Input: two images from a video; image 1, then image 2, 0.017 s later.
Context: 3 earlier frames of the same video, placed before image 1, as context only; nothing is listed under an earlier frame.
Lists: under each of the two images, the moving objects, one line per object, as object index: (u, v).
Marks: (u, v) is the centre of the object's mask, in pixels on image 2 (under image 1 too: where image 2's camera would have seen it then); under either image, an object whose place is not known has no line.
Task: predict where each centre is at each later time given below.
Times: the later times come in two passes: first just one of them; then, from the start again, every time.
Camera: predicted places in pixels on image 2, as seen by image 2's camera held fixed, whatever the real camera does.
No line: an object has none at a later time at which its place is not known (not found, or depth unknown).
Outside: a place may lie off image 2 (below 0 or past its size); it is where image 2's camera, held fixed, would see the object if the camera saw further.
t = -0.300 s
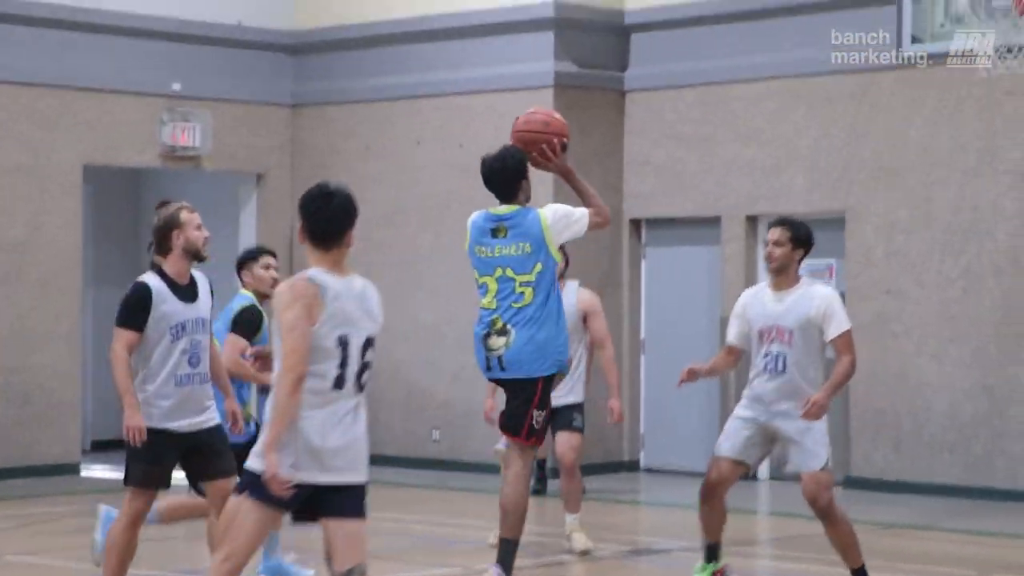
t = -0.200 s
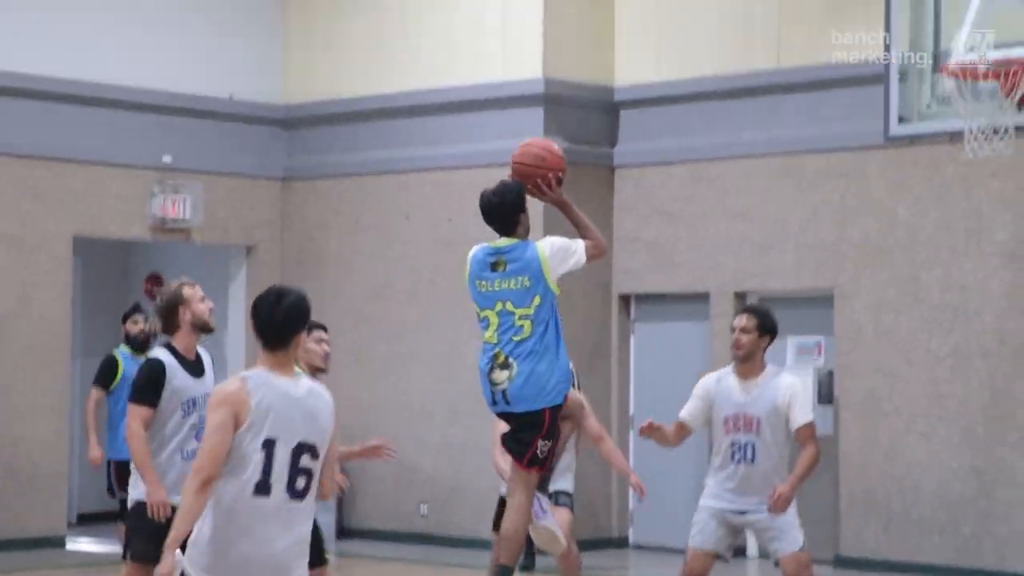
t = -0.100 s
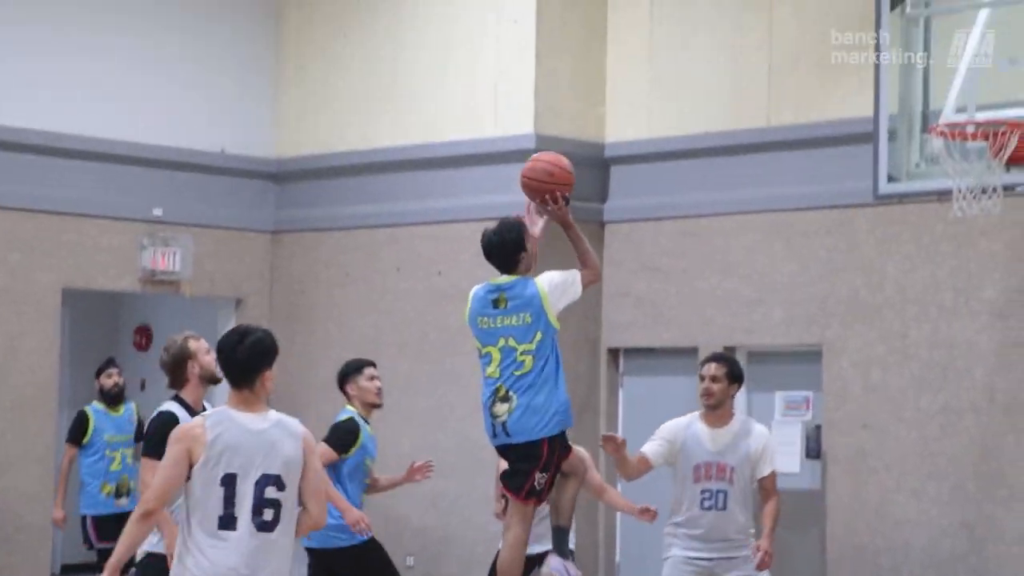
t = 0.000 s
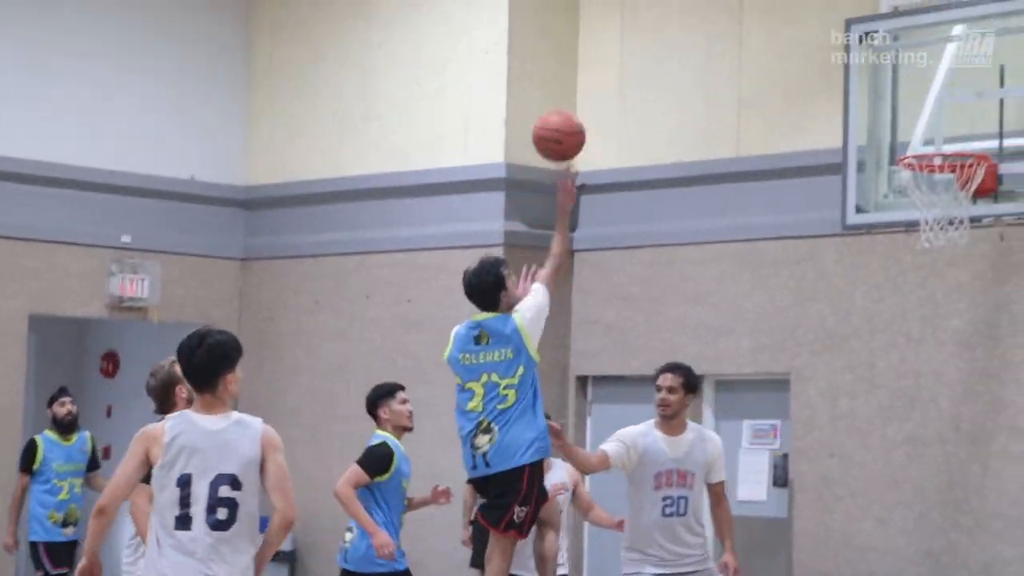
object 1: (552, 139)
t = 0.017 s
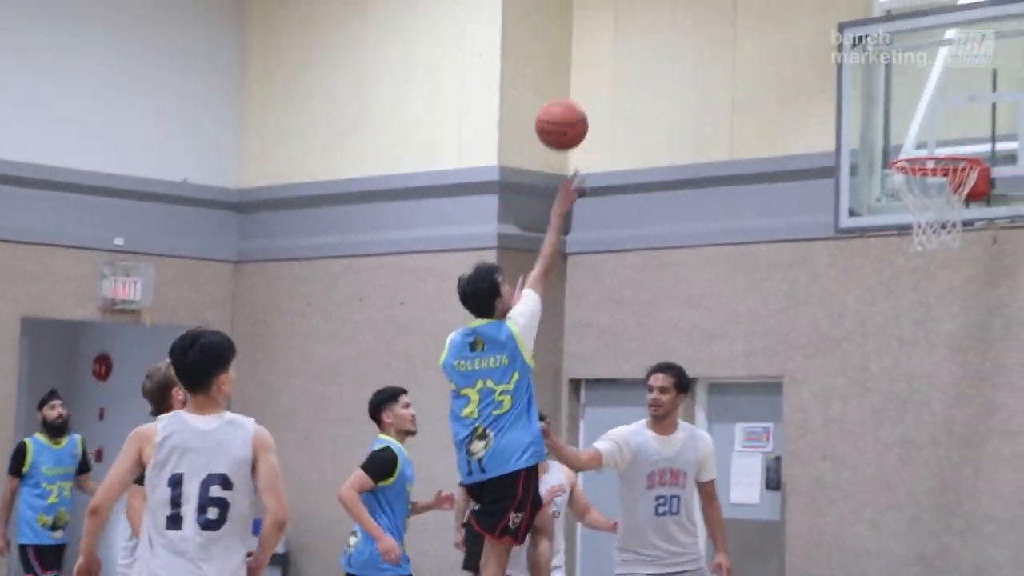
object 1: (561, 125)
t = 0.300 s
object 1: (710, -16)
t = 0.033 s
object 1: (570, 111)
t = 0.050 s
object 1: (580, 98)
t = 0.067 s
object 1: (589, 86)
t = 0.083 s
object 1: (598, 75)
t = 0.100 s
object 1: (607, 64)
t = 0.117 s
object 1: (616, 53)
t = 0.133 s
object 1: (625, 44)
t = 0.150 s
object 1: (634, 35)
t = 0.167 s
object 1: (642, 27)
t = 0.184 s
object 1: (651, 19)
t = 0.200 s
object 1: (660, 13)
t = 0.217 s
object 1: (668, 6)
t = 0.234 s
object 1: (677, 0)
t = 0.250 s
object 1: (685, -5)
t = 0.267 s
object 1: (693, -10)
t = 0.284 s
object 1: (702, -13)
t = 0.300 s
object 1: (710, -16)
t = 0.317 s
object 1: (718, -19)
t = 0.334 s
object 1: (726, -21)
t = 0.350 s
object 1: (733, -22)
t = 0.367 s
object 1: (742, -23)
